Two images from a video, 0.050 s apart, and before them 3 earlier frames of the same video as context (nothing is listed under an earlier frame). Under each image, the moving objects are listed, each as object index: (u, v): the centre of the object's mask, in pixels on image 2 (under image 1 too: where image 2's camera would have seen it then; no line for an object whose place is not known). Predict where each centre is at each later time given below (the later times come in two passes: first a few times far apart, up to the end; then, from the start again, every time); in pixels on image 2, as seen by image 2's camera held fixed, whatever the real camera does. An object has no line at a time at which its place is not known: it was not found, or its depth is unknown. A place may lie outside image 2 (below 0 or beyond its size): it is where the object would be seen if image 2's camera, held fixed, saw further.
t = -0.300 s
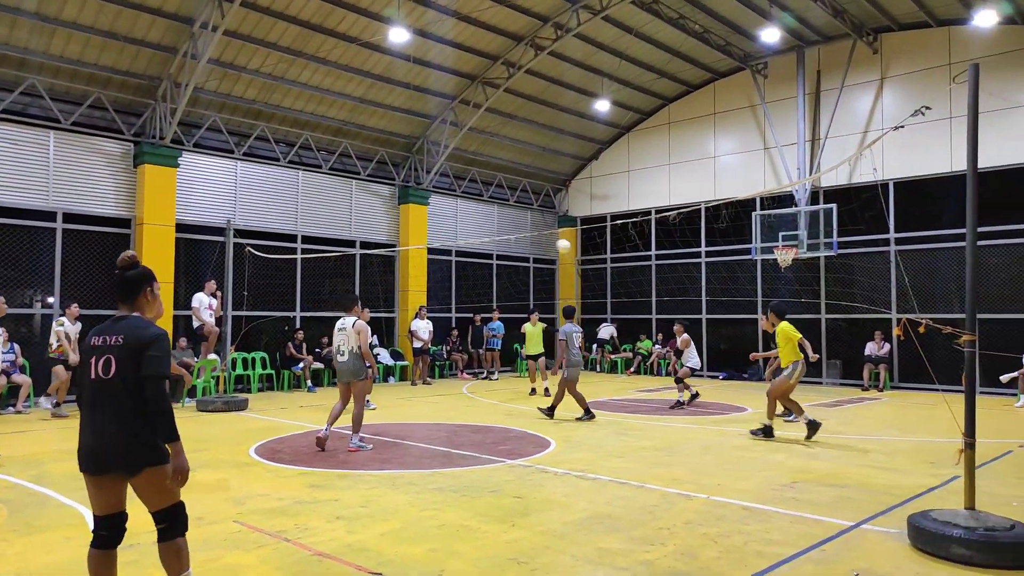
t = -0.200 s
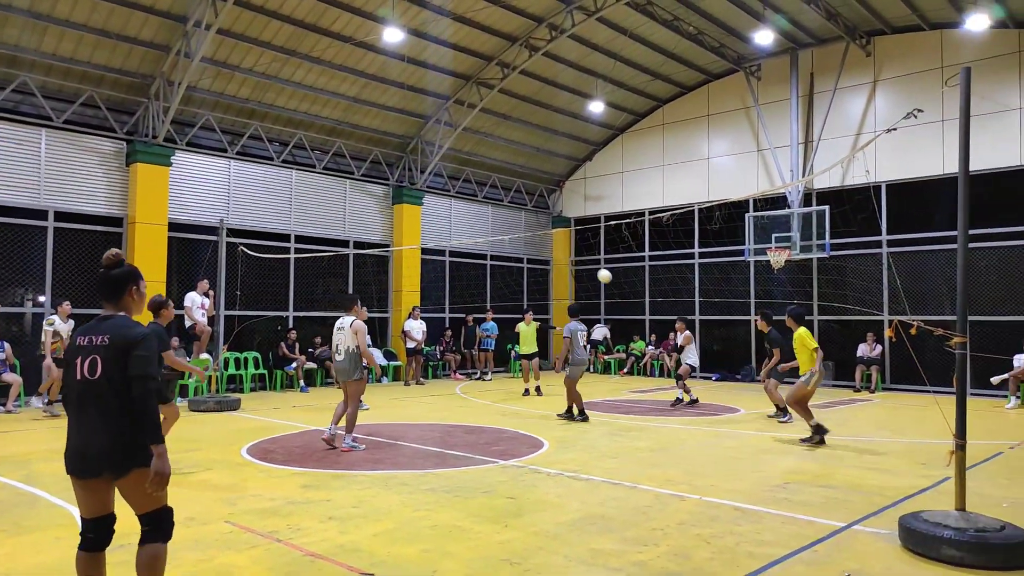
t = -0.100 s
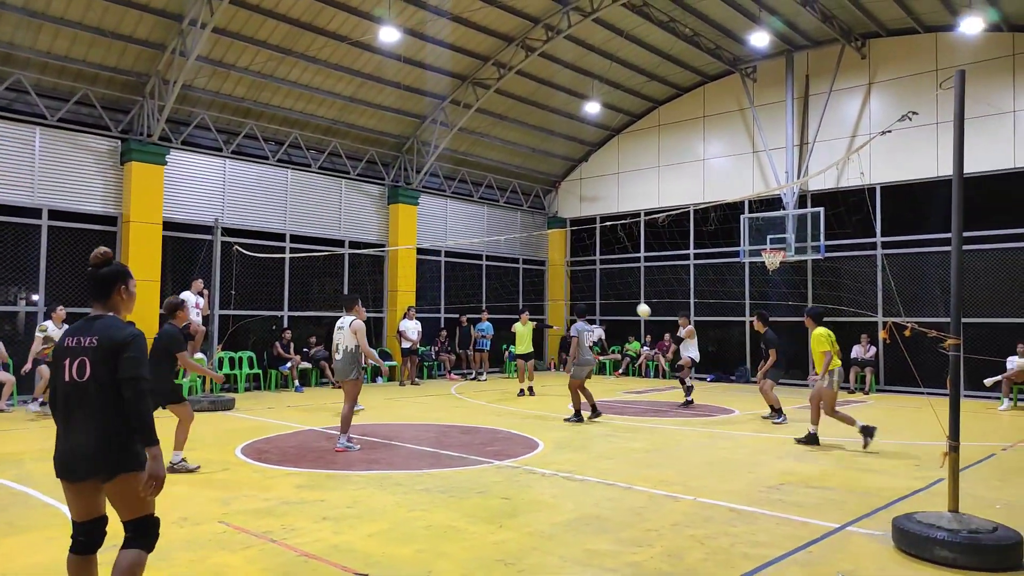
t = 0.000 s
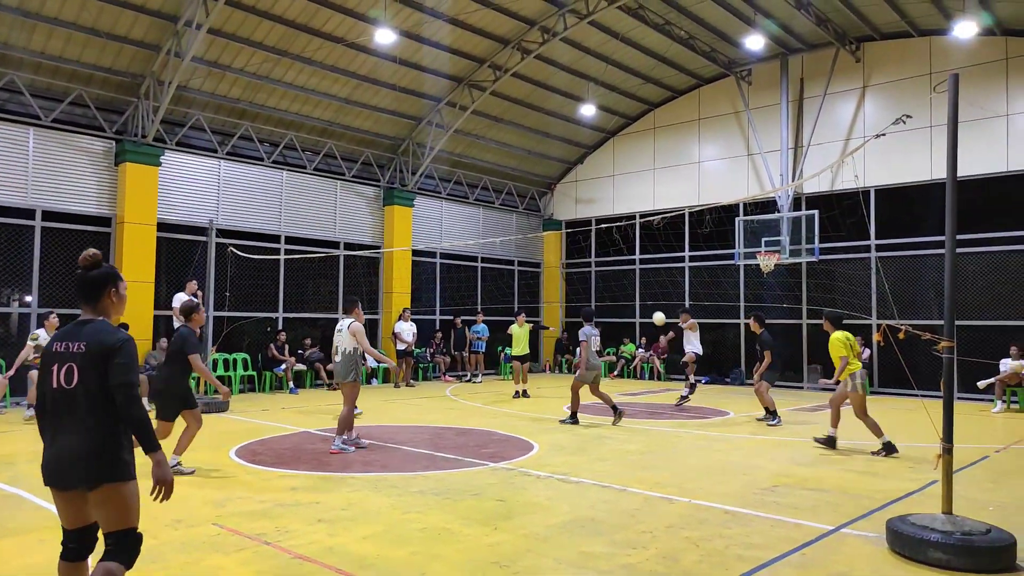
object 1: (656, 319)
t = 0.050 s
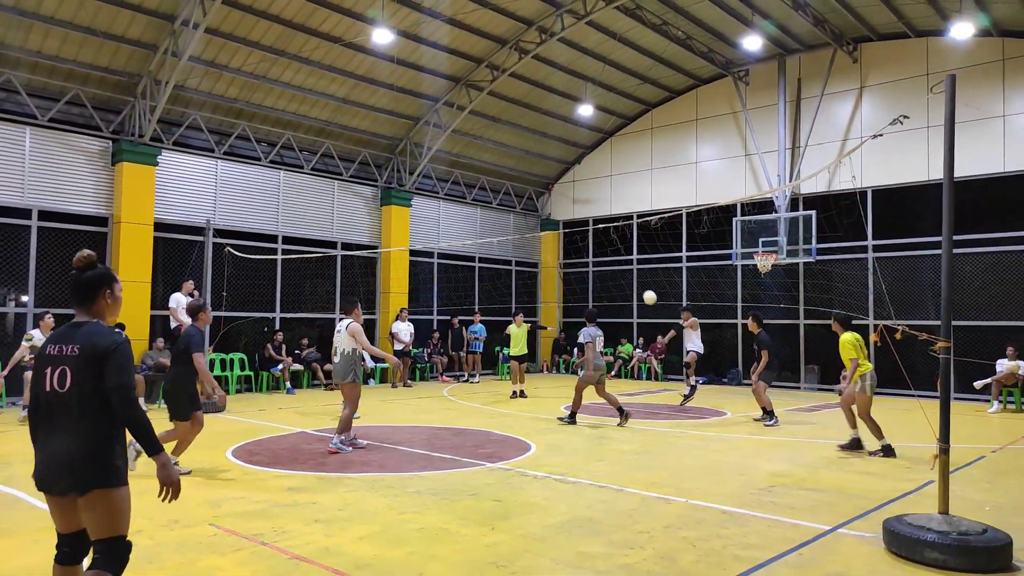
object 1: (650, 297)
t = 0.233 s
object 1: (624, 230)
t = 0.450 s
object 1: (592, 172)
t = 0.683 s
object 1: (556, 138)
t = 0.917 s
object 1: (517, 140)
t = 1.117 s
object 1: (480, 171)
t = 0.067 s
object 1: (647, 291)
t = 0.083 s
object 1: (645, 284)
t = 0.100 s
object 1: (643, 277)
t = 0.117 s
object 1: (640, 271)
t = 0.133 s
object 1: (638, 265)
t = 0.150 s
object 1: (636, 258)
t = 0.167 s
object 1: (633, 252)
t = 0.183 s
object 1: (631, 247)
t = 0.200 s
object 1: (628, 241)
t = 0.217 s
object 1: (626, 235)
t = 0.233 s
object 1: (624, 230)
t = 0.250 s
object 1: (621, 225)
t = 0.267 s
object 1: (619, 220)
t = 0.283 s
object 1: (617, 215)
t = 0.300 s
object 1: (614, 210)
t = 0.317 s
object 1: (612, 205)
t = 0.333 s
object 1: (610, 200)
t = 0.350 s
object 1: (607, 195)
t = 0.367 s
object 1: (605, 191)
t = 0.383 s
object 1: (602, 187)
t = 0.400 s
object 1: (600, 183)
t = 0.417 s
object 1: (598, 179)
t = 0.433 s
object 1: (595, 175)
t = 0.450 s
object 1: (592, 172)
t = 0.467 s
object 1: (590, 169)
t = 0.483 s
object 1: (587, 165)
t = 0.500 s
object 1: (585, 162)
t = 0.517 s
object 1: (582, 159)
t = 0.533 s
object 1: (580, 157)
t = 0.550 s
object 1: (577, 154)
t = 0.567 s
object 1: (575, 151)
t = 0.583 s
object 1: (572, 149)
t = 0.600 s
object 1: (569, 146)
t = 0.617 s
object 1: (566, 144)
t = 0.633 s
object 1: (564, 142)
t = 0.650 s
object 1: (561, 141)
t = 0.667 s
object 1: (559, 139)
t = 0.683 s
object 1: (556, 138)
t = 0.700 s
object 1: (553, 137)
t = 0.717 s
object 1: (550, 136)
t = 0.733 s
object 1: (548, 135)
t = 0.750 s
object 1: (545, 135)
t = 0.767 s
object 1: (542, 134)
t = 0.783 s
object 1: (539, 134)
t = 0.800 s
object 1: (537, 134)
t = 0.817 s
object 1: (534, 134)
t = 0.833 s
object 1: (531, 135)
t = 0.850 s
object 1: (528, 135)
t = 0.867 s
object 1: (525, 136)
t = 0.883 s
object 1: (522, 137)
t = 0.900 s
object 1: (519, 138)
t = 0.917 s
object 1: (517, 140)
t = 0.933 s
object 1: (513, 141)
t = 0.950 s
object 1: (510, 143)
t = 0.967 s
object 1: (507, 145)
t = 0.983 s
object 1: (504, 147)
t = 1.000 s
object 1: (501, 149)
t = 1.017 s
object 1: (498, 152)
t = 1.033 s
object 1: (495, 154)
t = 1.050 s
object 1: (492, 157)
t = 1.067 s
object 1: (489, 160)
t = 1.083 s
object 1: (486, 164)
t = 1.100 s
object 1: (483, 167)
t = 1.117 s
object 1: (480, 171)
